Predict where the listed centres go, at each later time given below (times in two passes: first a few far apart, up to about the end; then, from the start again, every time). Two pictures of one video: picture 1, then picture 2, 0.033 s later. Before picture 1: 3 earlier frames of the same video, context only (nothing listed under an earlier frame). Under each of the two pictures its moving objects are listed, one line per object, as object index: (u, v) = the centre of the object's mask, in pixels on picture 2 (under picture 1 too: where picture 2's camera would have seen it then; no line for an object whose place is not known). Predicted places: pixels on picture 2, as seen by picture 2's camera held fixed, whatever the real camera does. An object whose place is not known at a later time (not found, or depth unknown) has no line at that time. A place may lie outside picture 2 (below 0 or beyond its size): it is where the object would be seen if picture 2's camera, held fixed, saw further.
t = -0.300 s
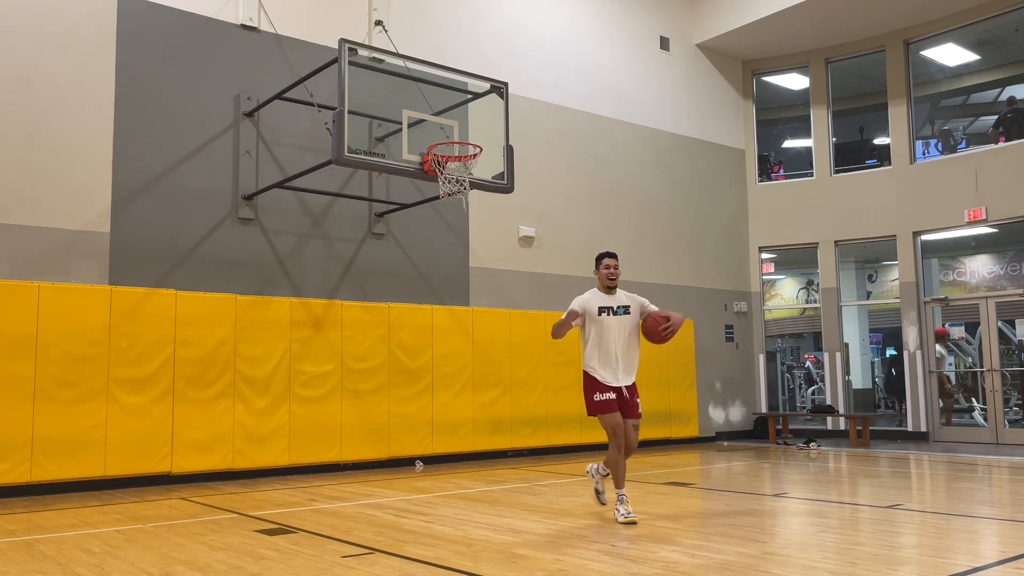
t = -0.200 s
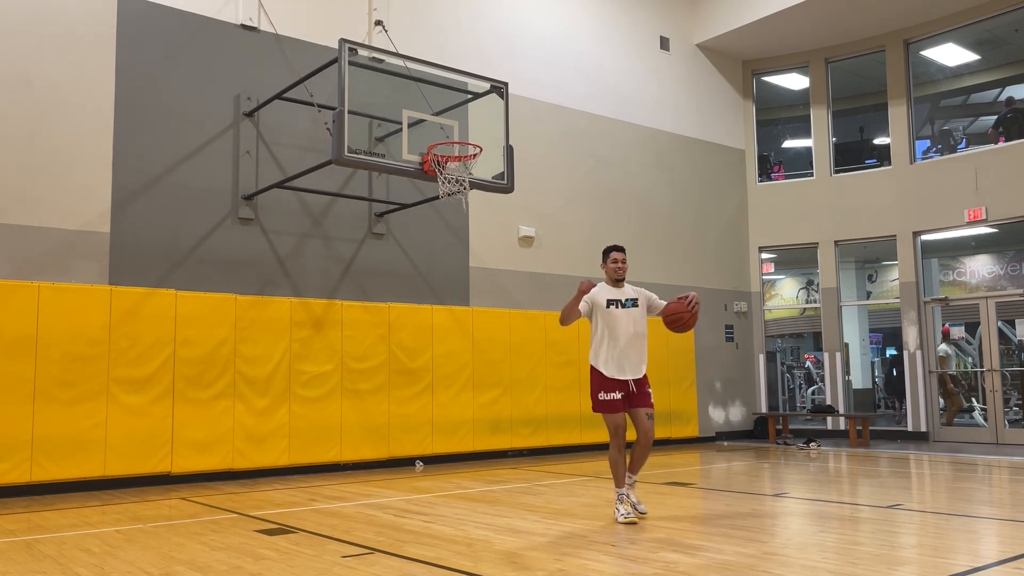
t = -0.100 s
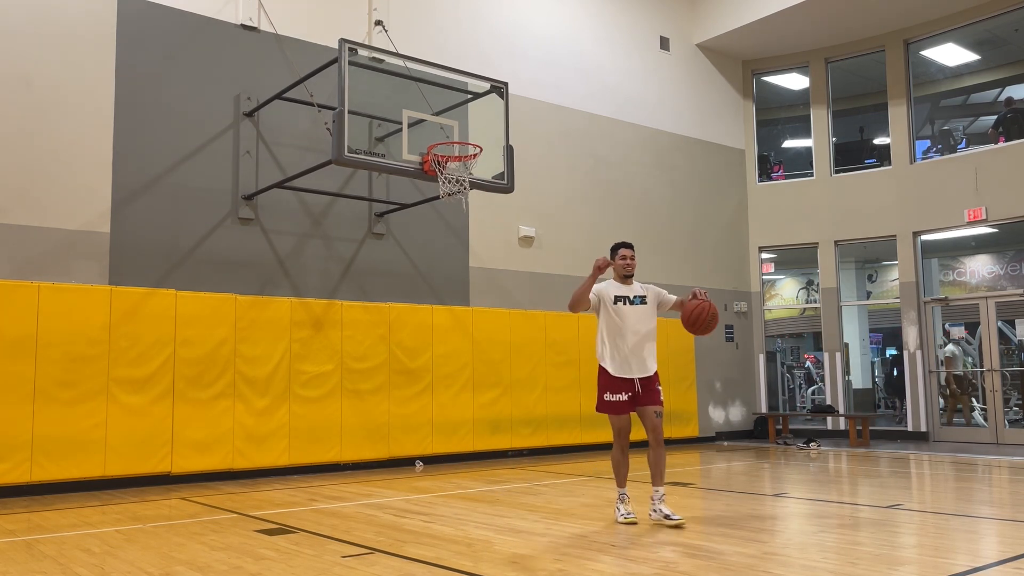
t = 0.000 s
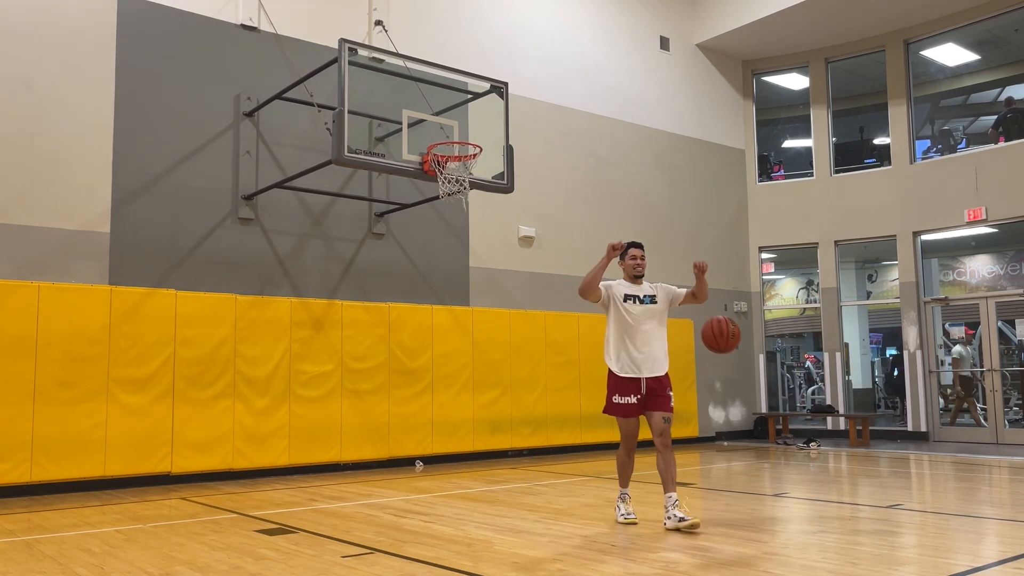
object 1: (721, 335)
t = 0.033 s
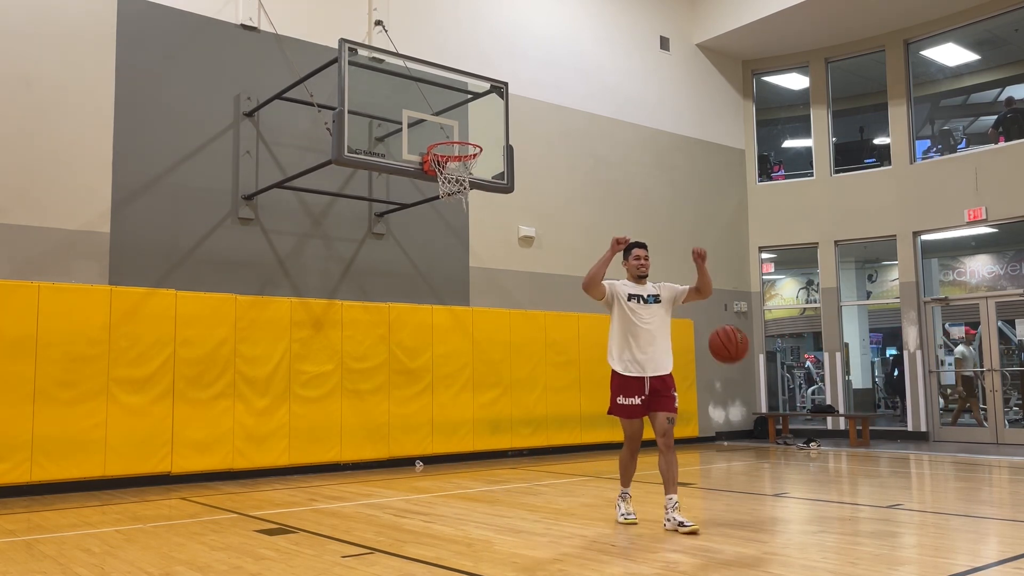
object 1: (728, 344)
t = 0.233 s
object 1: (780, 448)
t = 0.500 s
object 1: (821, 446)
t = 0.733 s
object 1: (840, 403)
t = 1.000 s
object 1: (872, 485)
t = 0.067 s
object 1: (736, 356)
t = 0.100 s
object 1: (744, 370)
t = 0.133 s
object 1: (753, 386)
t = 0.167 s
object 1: (762, 405)
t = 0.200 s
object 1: (771, 425)
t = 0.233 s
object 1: (780, 448)
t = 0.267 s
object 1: (790, 474)
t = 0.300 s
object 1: (800, 504)
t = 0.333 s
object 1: (811, 535)
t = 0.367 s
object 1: (813, 516)
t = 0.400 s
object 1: (815, 495)
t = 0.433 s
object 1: (817, 477)
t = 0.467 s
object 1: (819, 460)
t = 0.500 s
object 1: (821, 446)
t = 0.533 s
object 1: (824, 434)
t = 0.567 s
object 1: (826, 424)
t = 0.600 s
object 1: (828, 416)
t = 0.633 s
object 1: (831, 409)
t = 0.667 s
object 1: (834, 405)
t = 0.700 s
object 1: (837, 403)
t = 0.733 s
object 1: (840, 403)
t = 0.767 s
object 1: (843, 405)
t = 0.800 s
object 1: (847, 410)
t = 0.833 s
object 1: (851, 416)
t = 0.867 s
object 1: (854, 425)
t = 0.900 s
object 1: (859, 436)
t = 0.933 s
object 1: (862, 450)
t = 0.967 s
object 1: (867, 466)
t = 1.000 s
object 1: (872, 485)
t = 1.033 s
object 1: (876, 506)
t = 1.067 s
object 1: (881, 530)
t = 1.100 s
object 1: (886, 554)
